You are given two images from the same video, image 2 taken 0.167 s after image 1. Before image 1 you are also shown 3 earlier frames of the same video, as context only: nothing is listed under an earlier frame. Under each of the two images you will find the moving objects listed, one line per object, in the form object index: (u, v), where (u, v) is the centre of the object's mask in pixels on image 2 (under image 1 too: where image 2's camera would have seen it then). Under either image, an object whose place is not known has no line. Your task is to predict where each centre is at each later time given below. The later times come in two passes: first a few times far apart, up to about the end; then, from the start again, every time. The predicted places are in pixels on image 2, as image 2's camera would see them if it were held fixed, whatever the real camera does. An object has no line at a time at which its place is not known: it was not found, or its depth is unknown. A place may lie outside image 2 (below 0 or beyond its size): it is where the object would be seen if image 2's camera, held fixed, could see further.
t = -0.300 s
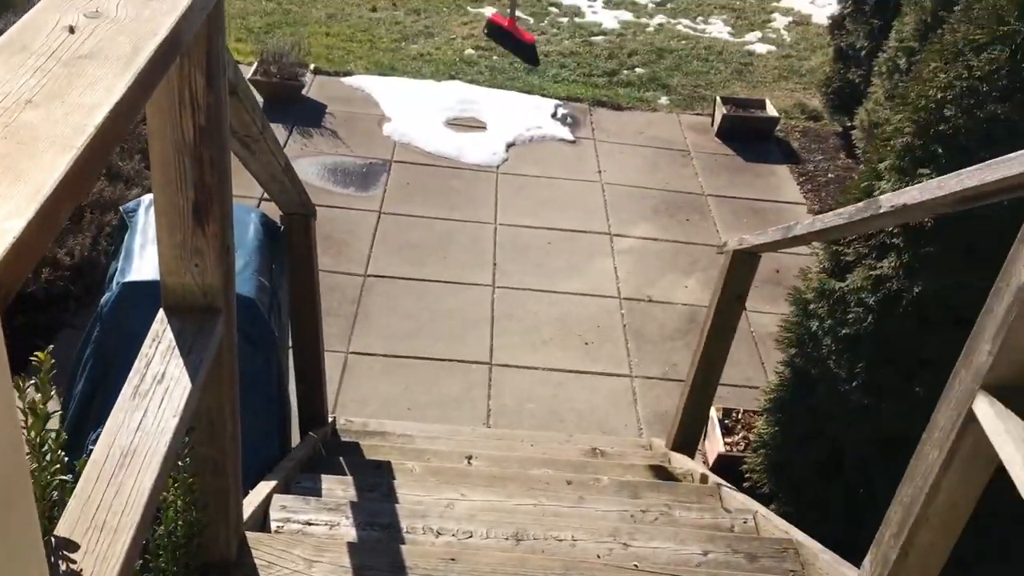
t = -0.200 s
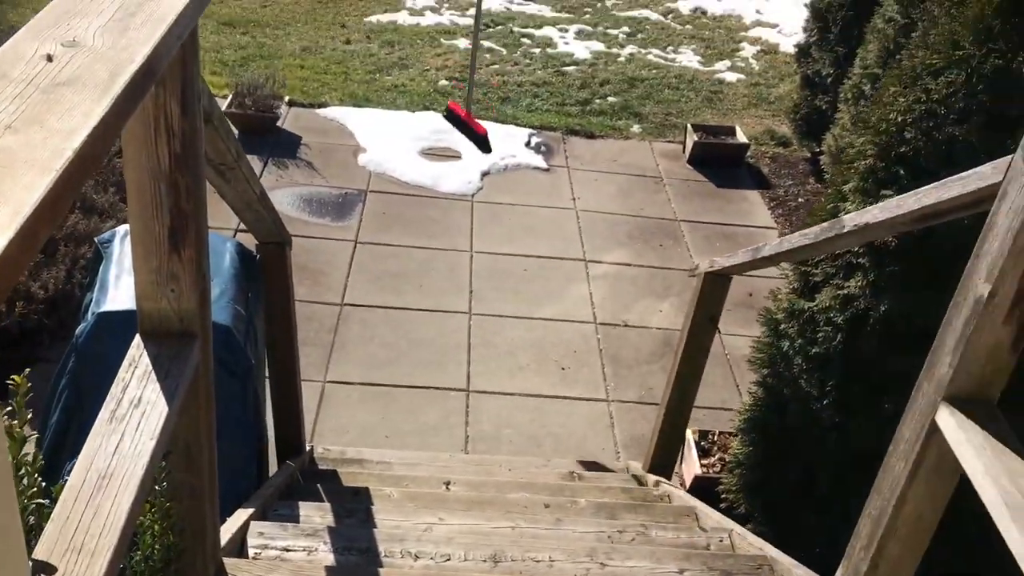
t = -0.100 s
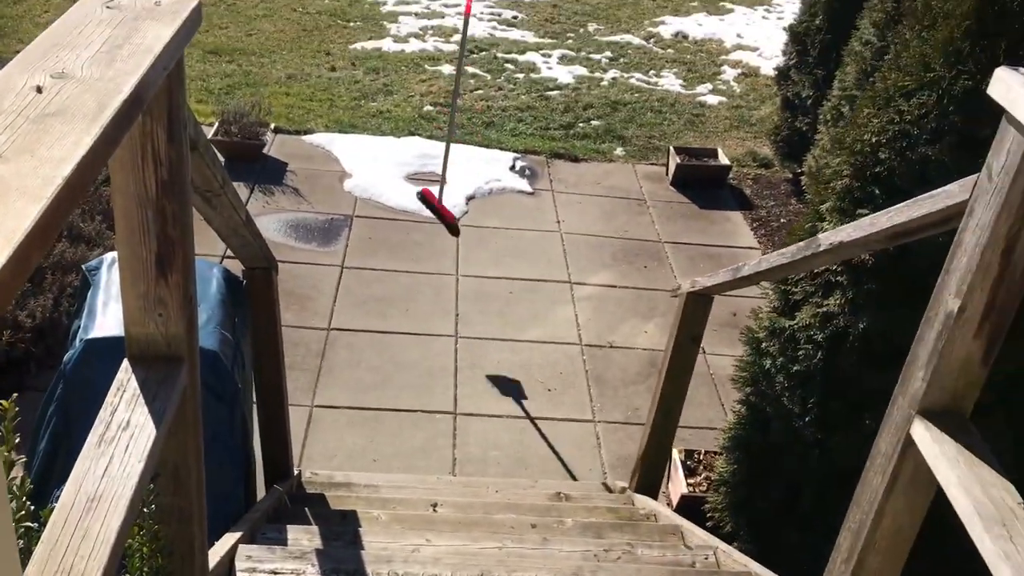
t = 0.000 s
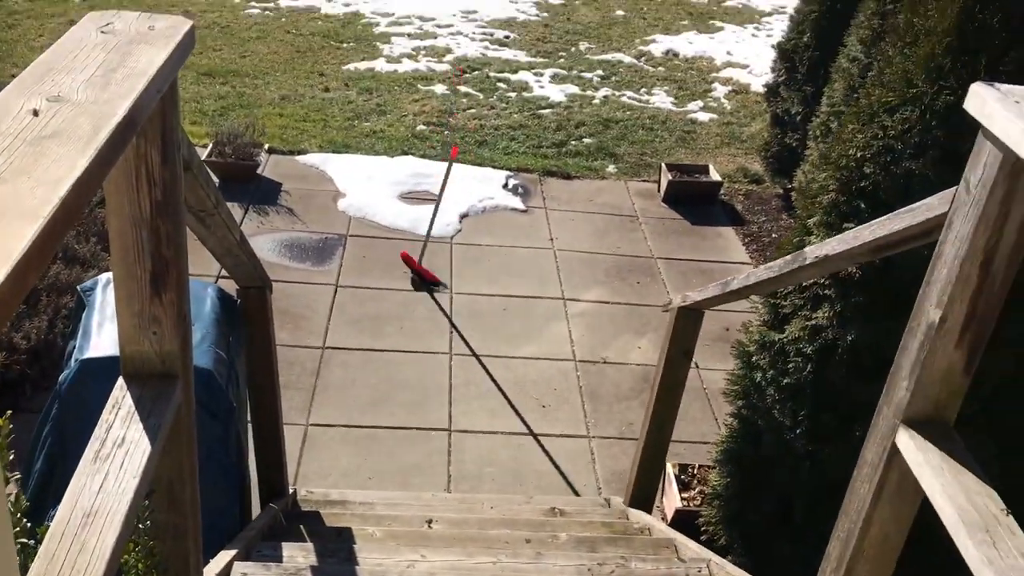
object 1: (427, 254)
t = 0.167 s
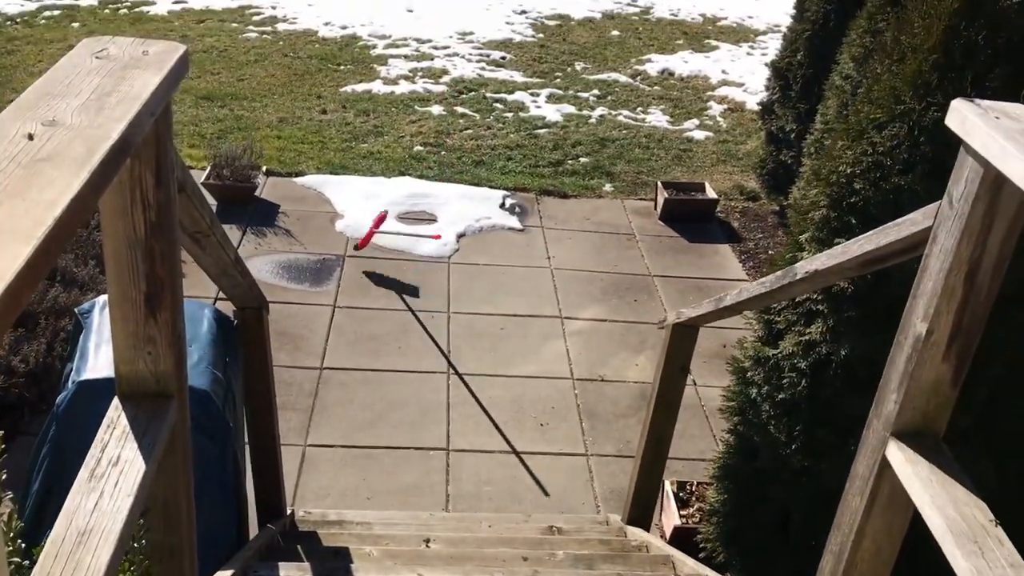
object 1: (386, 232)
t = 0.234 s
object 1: (373, 233)
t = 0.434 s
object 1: (341, 242)
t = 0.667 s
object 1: (341, 256)
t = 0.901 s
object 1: (341, 257)
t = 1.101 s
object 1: (340, 255)
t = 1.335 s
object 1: (340, 255)
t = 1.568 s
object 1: (340, 255)
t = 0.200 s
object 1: (374, 232)
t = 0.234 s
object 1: (373, 233)
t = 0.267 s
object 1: (369, 241)
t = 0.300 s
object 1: (363, 253)
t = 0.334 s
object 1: (363, 258)
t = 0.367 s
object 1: (353, 251)
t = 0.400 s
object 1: (344, 243)
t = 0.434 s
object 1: (341, 242)
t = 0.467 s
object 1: (341, 242)
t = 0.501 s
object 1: (340, 242)
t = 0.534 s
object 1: (339, 242)
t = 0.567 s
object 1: (338, 243)
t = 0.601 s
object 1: (337, 245)
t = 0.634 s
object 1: (340, 251)
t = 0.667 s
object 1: (341, 256)
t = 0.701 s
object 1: (344, 259)
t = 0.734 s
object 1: (341, 254)
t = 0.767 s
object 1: (341, 254)
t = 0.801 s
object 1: (348, 263)
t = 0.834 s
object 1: (345, 260)
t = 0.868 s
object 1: (340, 256)
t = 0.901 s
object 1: (341, 257)
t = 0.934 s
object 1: (343, 258)
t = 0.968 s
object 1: (340, 256)
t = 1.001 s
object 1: (340, 255)
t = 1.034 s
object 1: (341, 256)
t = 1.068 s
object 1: (341, 256)
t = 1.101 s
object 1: (340, 255)
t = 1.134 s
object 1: (340, 255)
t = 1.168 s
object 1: (340, 255)
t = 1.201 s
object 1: (340, 255)
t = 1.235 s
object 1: (340, 255)
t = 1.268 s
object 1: (340, 255)
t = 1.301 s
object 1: (340, 254)
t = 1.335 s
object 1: (340, 255)
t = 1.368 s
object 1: (340, 255)
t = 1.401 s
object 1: (340, 255)
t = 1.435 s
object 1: (340, 255)
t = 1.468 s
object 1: (340, 255)
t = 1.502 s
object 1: (340, 255)
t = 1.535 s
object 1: (339, 255)
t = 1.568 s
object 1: (340, 255)
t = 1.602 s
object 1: (340, 255)
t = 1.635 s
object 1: (340, 255)
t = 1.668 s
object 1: (339, 255)
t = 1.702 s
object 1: (339, 255)
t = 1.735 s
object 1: (340, 255)
